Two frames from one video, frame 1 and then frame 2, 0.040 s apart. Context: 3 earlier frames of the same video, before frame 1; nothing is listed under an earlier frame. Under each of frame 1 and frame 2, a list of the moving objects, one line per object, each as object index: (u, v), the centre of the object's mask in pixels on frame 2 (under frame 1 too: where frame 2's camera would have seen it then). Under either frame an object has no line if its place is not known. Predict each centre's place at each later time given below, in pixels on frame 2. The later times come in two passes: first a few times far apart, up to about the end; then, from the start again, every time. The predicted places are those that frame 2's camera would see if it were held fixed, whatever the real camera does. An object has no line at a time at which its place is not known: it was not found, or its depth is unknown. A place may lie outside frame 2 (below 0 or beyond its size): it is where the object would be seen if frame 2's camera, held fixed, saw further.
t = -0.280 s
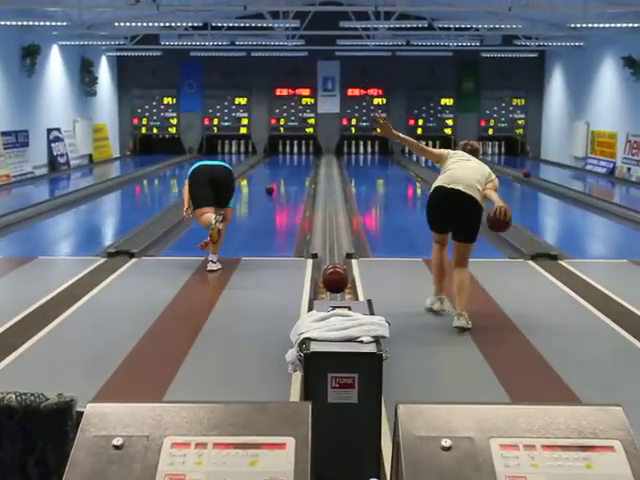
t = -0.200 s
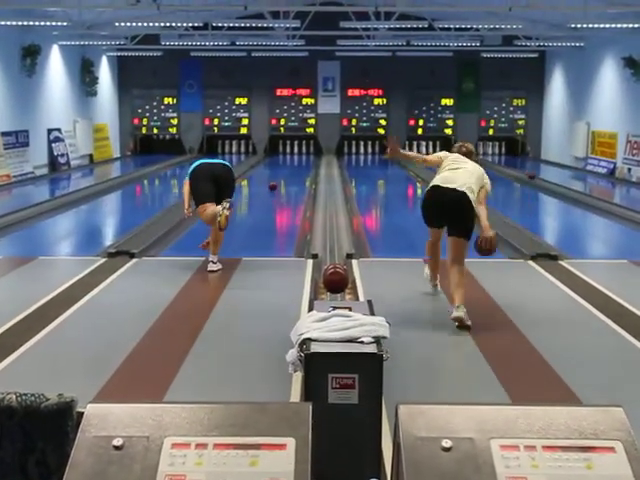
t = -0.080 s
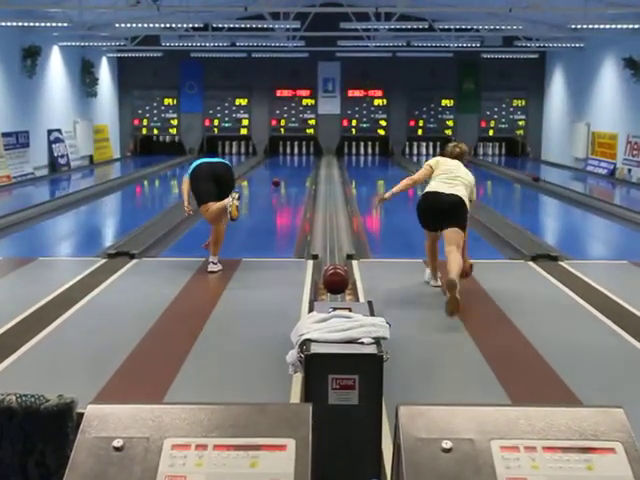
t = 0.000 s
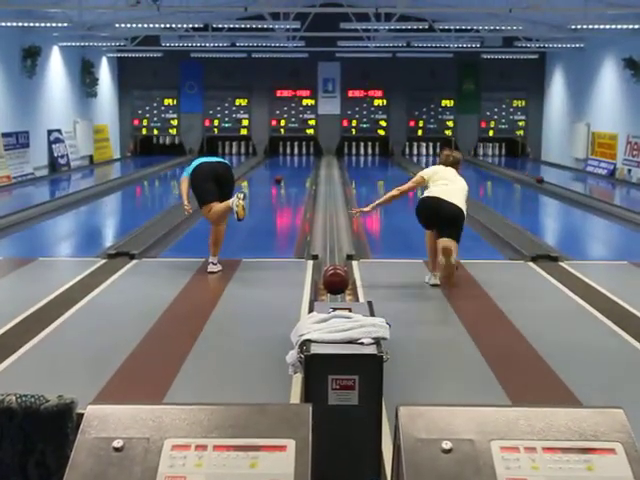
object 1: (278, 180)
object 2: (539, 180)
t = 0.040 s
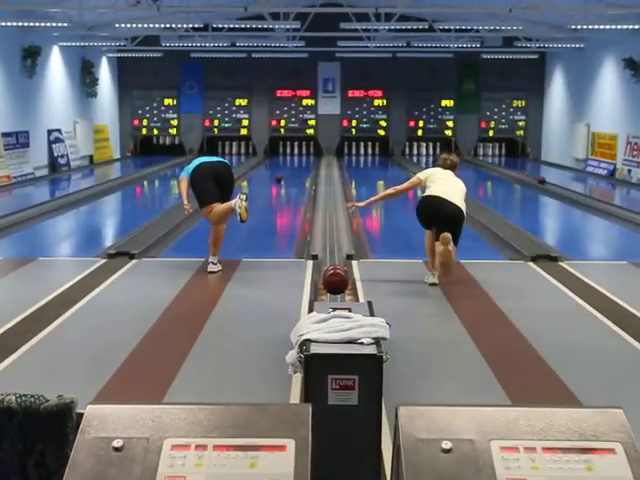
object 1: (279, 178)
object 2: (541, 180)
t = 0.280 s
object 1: (283, 171)
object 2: (553, 183)
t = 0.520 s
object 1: (286, 165)
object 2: (566, 188)
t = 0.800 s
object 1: (289, 161)
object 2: (583, 195)
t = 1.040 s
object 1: (290, 157)
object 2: (599, 200)
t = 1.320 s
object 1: (292, 155)
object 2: (622, 208)
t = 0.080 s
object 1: (279, 177)
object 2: (543, 181)
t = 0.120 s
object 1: (280, 176)
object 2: (545, 181)
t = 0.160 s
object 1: (281, 174)
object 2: (547, 182)
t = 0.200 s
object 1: (282, 173)
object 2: (549, 182)
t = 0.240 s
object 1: (283, 171)
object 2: (551, 183)
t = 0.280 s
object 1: (283, 171)
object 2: (553, 183)
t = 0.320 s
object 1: (284, 170)
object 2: (555, 185)
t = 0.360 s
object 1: (284, 169)
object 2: (557, 185)
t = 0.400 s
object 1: (284, 168)
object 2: (559, 186)
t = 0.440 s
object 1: (285, 167)
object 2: (561, 187)
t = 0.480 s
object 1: (286, 166)
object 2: (564, 188)
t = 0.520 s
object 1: (286, 165)
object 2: (566, 188)
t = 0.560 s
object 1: (286, 165)
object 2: (568, 190)
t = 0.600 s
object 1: (286, 164)
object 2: (571, 191)
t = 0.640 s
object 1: (287, 164)
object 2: (573, 191)
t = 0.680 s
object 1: (287, 163)
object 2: (576, 192)
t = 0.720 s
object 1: (288, 162)
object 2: (578, 193)
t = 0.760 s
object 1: (288, 161)
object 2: (580, 194)
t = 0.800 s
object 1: (289, 161)
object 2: (583, 195)
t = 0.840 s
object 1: (289, 160)
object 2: (586, 196)
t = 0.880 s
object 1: (289, 160)
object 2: (588, 197)
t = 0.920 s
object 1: (290, 159)
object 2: (591, 197)
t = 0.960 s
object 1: (290, 157)
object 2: (594, 198)
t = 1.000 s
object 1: (290, 157)
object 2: (597, 200)
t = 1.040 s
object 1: (290, 157)
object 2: (599, 200)
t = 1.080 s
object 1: (291, 156)
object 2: (603, 201)
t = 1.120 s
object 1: (291, 155)
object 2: (606, 202)
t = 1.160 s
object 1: (291, 155)
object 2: (609, 203)
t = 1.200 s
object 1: (292, 155)
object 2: (611, 203)
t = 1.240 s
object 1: (291, 155)
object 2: (615, 205)
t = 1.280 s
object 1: (292, 155)
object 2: (618, 207)
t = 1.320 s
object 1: (292, 155)
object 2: (622, 208)
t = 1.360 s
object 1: (292, 155)
